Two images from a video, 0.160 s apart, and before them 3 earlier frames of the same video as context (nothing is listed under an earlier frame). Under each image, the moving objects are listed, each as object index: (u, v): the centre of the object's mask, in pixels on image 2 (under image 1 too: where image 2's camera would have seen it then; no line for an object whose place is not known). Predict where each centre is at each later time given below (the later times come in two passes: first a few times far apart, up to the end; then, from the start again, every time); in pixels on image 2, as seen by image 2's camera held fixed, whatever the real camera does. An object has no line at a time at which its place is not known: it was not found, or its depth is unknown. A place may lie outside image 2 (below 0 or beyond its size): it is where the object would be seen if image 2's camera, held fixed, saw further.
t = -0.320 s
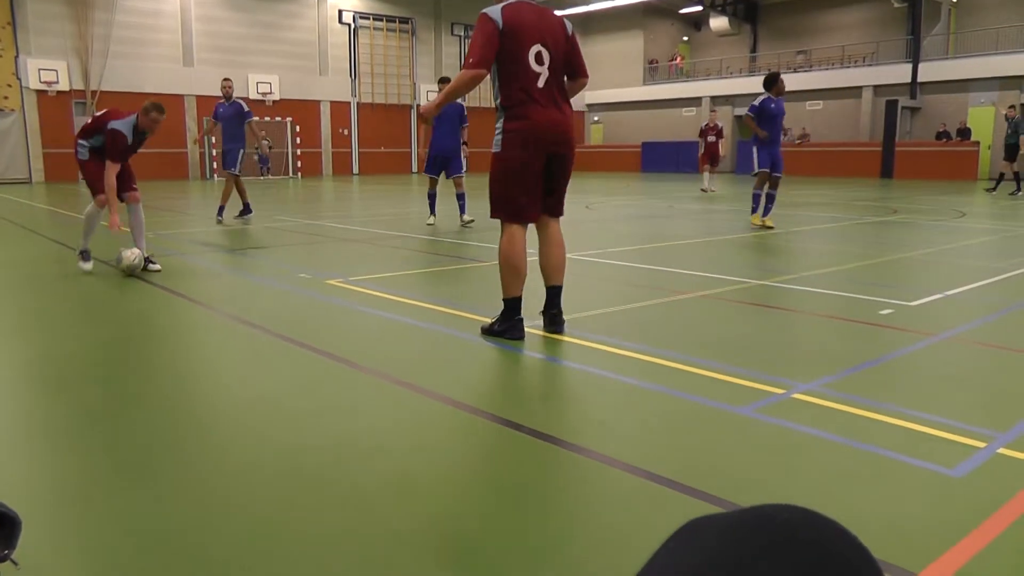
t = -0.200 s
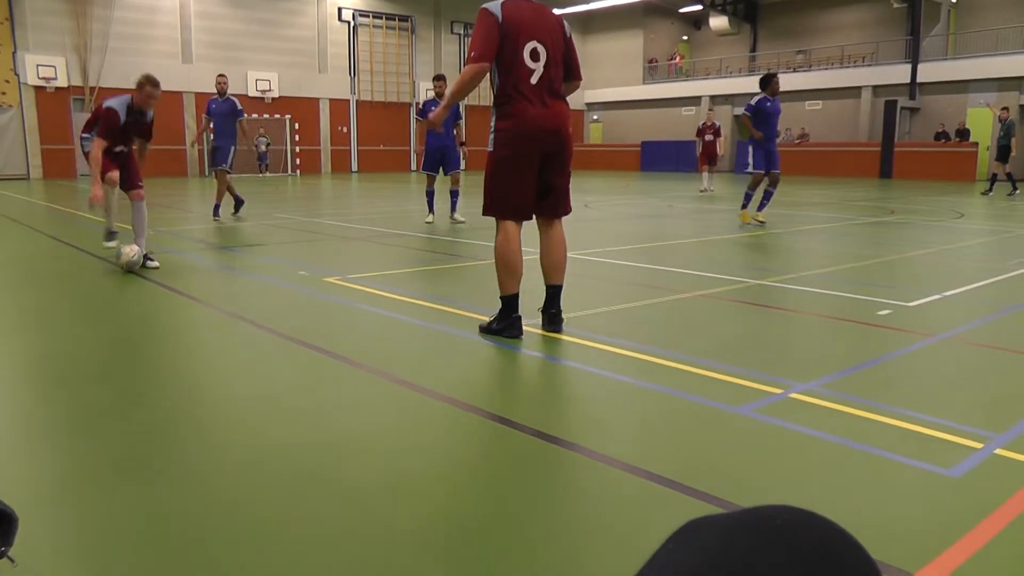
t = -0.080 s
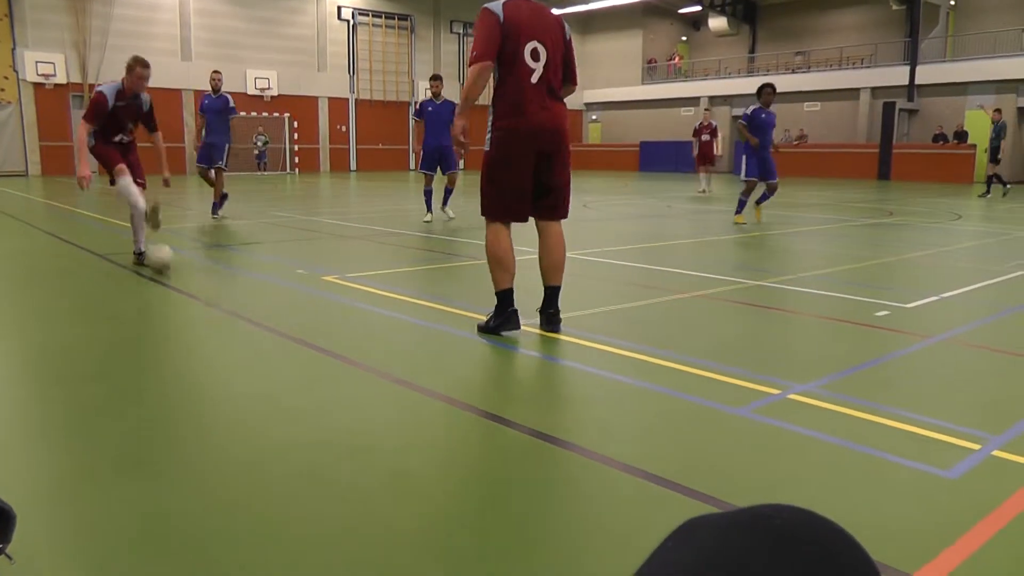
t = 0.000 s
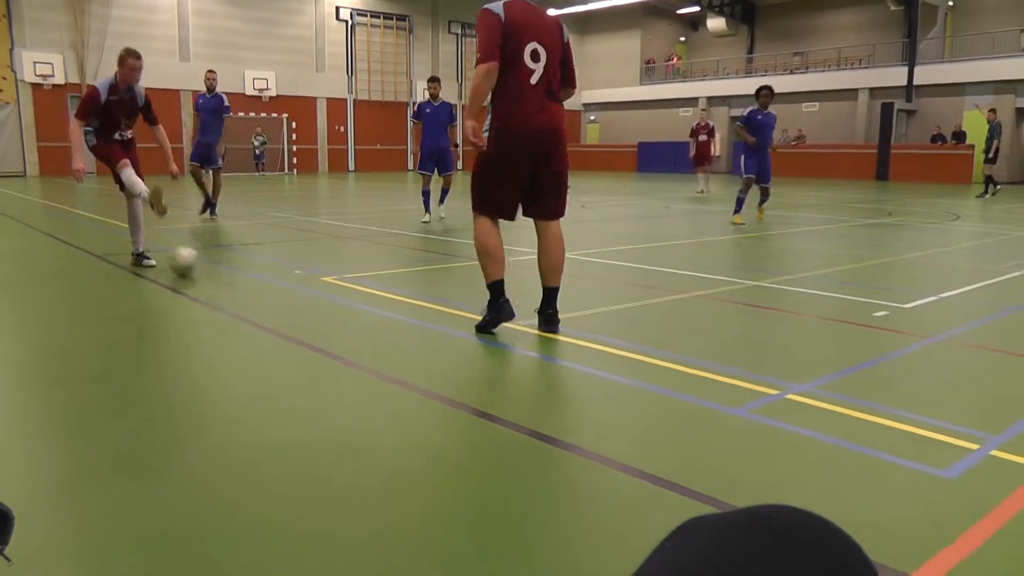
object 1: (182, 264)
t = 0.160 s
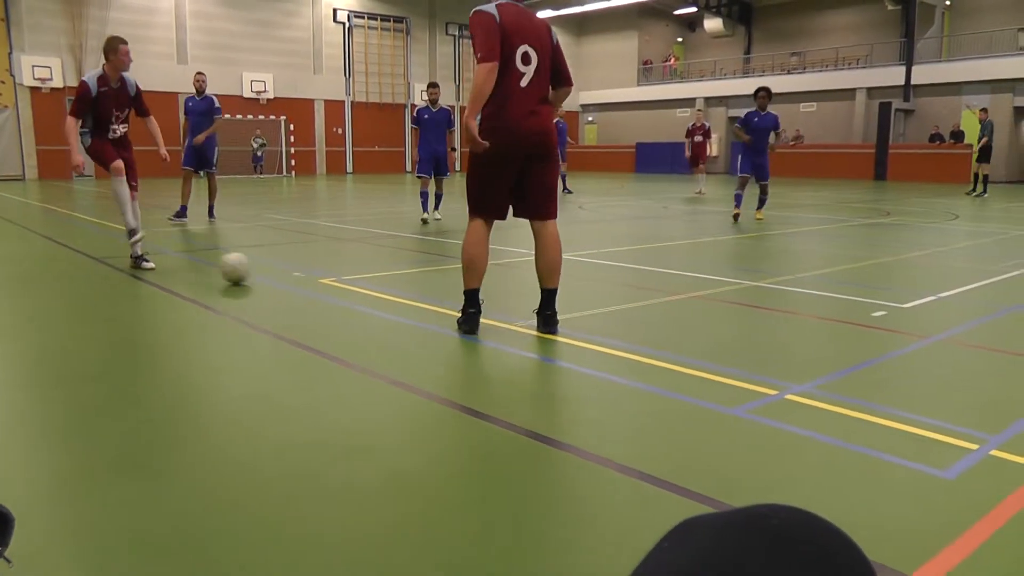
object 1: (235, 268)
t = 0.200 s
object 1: (250, 269)
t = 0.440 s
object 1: (340, 278)
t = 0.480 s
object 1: (358, 279)
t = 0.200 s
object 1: (250, 269)
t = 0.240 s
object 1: (263, 270)
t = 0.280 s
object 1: (278, 272)
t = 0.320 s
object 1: (294, 273)
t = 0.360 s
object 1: (309, 274)
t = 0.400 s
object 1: (324, 276)
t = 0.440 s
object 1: (340, 278)
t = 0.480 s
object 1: (358, 279)
